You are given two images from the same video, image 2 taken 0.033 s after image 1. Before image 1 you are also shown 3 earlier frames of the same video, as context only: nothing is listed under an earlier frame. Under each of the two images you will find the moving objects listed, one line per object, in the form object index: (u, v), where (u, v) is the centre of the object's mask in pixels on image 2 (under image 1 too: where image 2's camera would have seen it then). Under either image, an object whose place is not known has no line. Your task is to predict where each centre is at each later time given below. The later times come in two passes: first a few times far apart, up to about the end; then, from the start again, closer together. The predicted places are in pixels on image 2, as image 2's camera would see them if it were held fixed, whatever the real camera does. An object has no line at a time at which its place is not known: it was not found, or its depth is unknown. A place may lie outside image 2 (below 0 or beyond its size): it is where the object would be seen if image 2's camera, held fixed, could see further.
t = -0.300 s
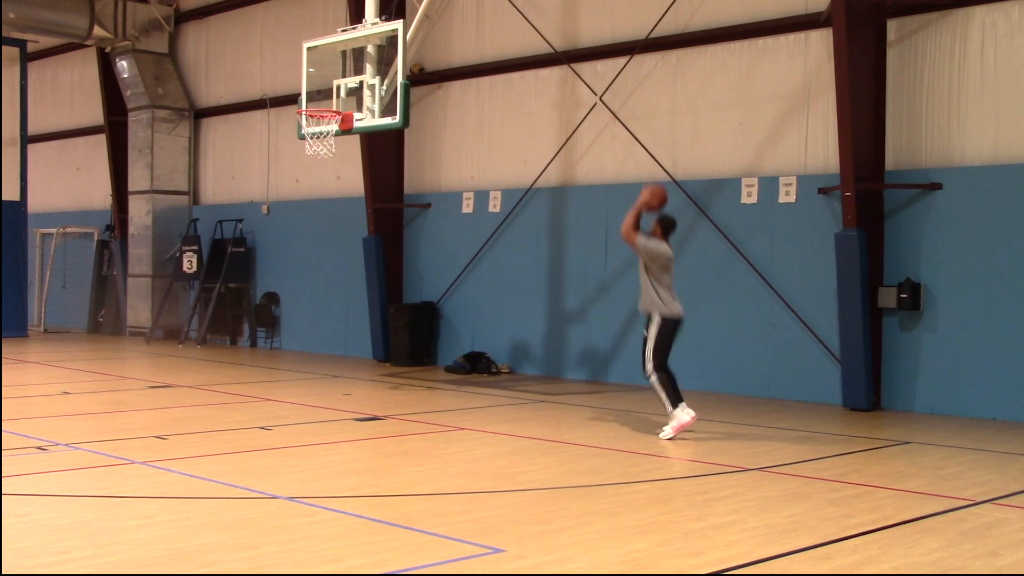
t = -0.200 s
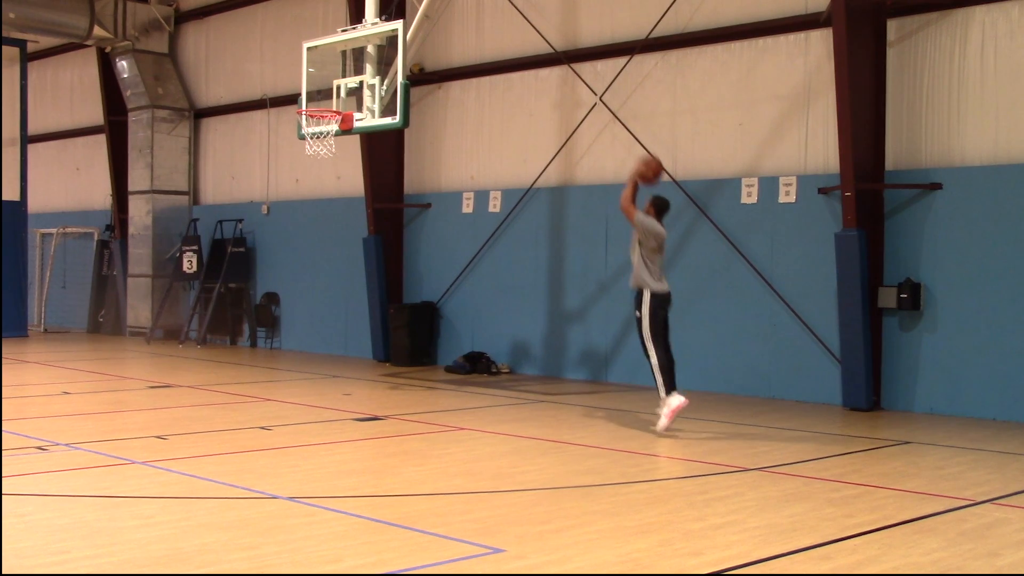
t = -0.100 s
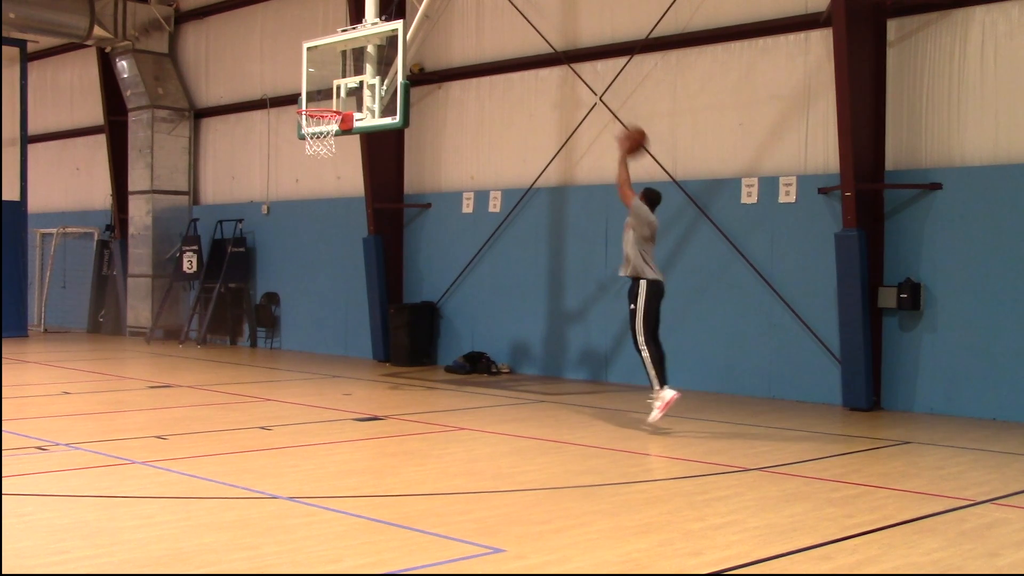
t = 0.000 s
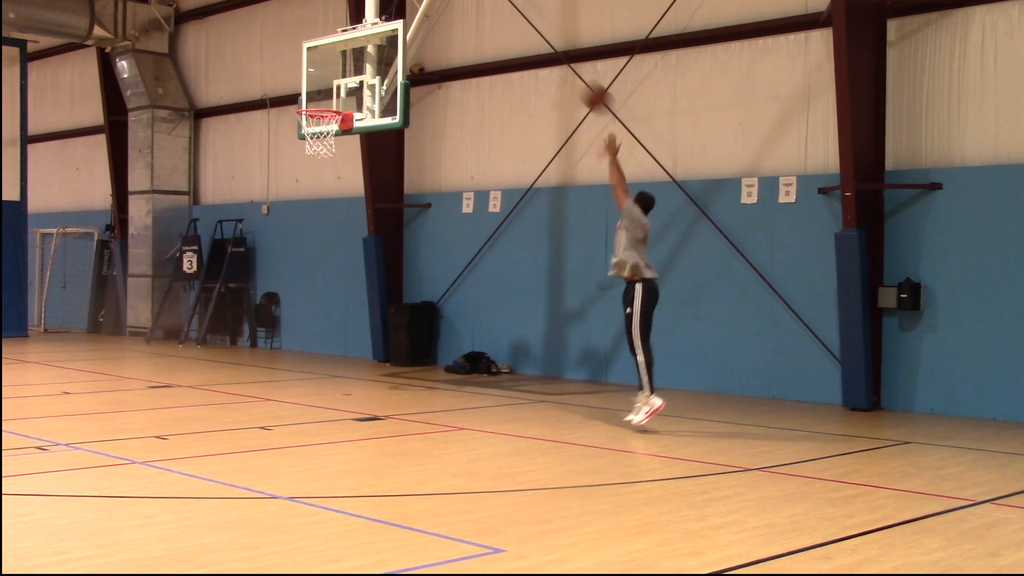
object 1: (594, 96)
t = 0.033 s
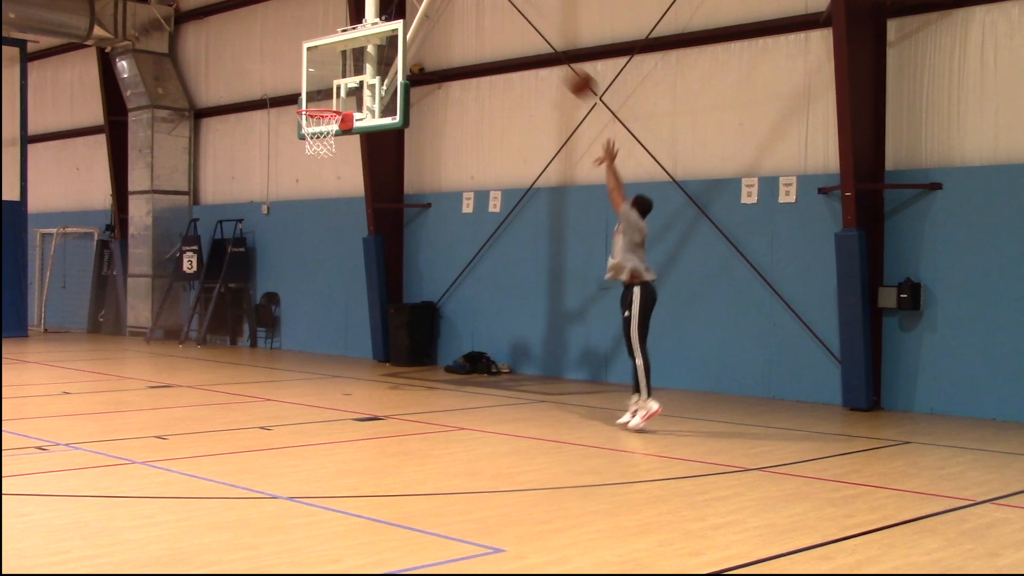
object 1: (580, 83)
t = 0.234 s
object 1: (498, 33)
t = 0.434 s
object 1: (427, 28)
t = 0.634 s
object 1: (360, 59)
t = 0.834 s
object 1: (315, 119)
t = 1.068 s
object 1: (342, 142)
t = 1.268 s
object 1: (341, 169)
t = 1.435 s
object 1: (341, 223)
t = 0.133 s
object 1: (540, 54)
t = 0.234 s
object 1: (498, 33)
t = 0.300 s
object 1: (474, 27)
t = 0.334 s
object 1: (462, 26)
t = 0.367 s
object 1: (449, 25)
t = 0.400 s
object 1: (438, 25)
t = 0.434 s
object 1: (427, 28)
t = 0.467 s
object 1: (416, 29)
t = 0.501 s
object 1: (404, 35)
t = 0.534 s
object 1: (391, 39)
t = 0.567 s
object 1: (382, 44)
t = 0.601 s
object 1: (372, 50)
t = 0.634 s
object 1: (360, 59)
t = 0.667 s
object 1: (351, 66)
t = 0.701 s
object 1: (339, 76)
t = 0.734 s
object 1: (329, 87)
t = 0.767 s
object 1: (320, 97)
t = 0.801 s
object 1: (314, 103)
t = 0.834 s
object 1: (315, 119)
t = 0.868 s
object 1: (324, 125)
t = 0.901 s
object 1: (335, 135)
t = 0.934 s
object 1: (339, 140)
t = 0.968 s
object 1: (340, 142)
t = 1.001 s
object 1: (341, 142)
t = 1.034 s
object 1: (341, 142)
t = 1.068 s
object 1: (342, 142)
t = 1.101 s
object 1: (342, 143)
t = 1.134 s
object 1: (341, 145)
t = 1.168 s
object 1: (341, 150)
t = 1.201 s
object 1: (341, 155)
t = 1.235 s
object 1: (341, 162)
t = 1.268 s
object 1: (341, 169)
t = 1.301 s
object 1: (341, 178)
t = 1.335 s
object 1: (341, 188)
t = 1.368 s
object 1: (342, 200)
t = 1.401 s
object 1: (341, 212)
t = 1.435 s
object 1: (341, 223)
